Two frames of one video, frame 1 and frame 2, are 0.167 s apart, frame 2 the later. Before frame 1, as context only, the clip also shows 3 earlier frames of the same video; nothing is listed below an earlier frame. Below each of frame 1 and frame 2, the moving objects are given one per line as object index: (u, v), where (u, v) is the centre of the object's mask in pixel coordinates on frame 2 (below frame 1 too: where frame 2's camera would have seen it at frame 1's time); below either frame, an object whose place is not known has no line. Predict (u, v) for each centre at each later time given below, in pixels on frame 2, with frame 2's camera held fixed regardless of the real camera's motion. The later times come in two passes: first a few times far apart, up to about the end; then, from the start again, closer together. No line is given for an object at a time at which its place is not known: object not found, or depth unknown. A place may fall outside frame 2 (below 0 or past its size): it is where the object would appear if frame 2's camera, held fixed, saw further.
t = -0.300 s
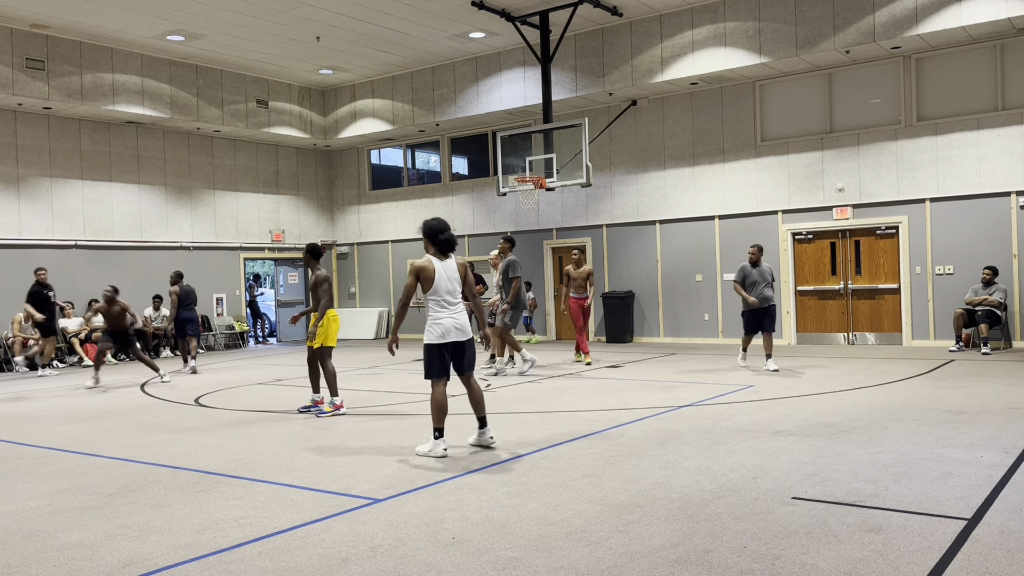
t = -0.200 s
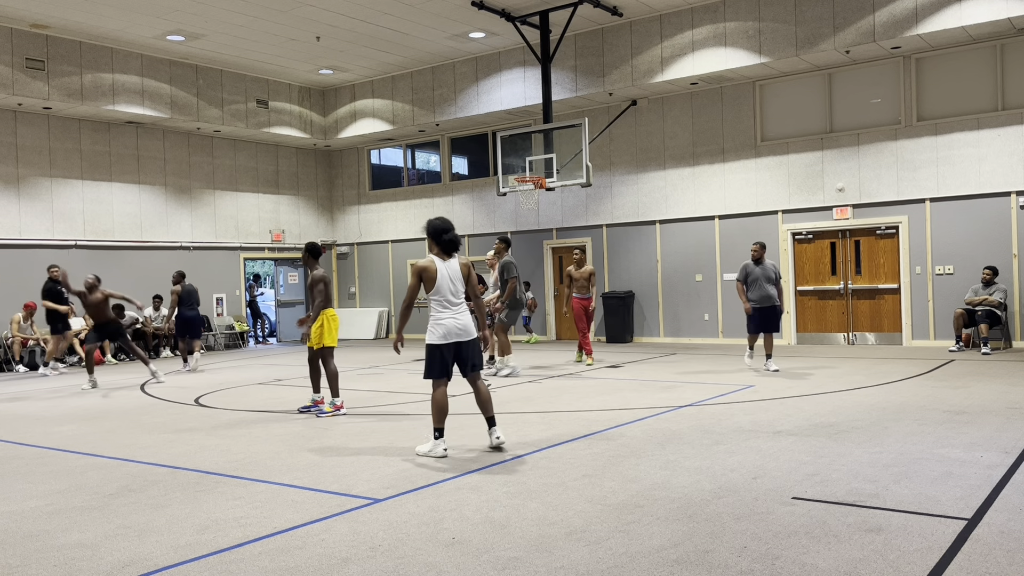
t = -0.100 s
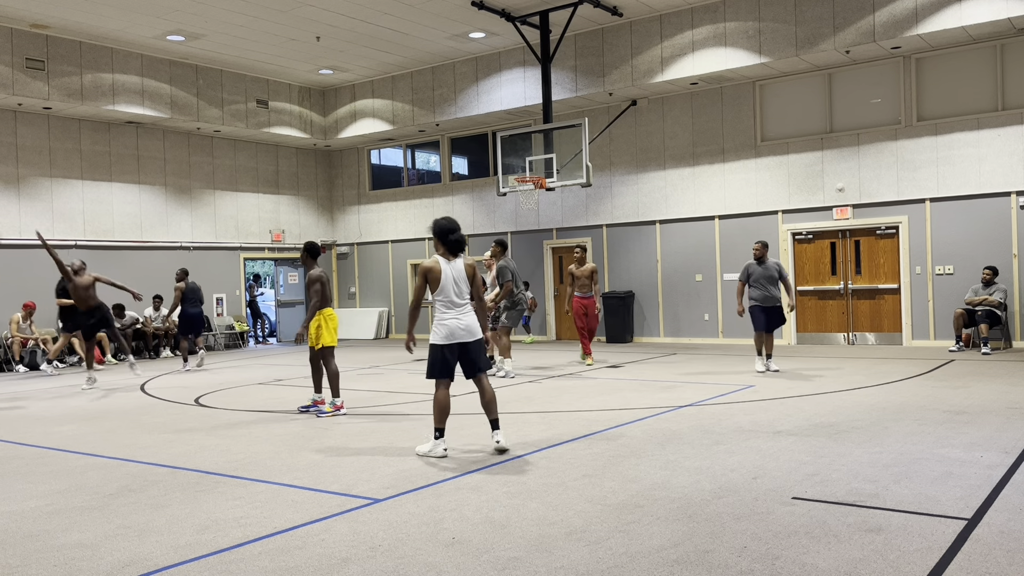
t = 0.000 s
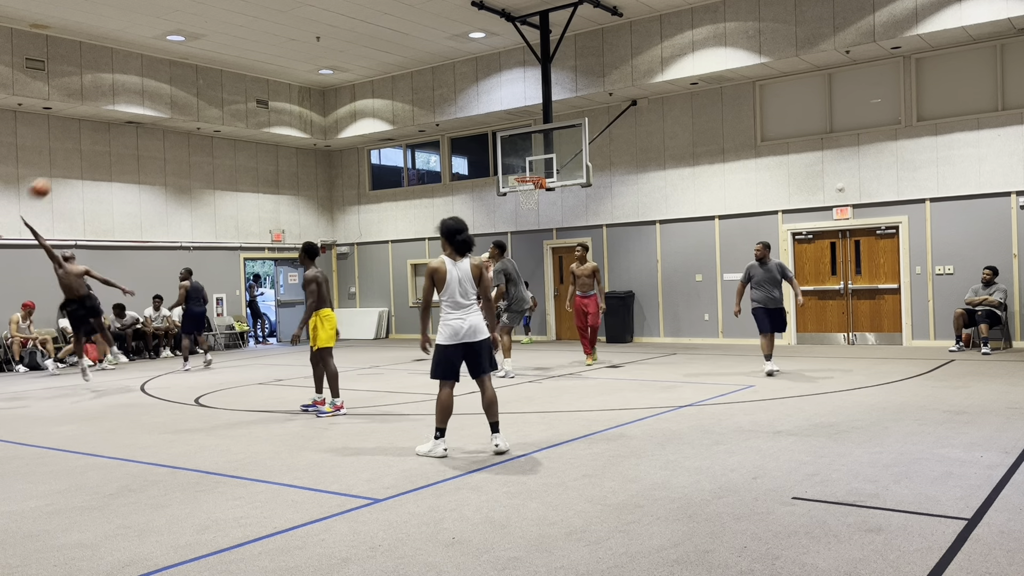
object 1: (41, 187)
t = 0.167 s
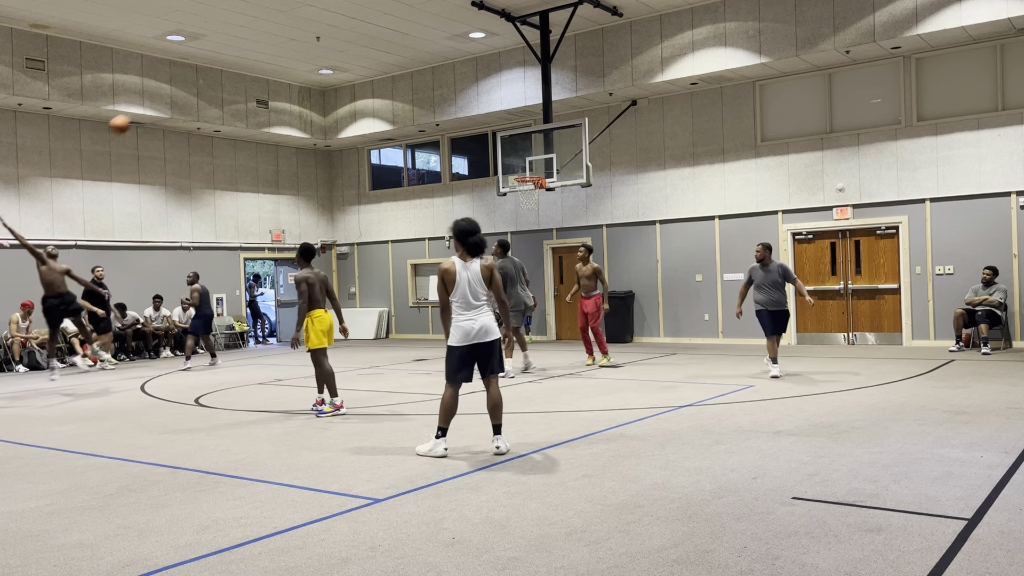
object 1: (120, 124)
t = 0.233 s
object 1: (152, 105)
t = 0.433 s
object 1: (237, 69)
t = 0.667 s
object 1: (330, 61)
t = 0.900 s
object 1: (414, 87)
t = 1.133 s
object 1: (493, 144)
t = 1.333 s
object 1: (544, 195)
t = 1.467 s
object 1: (550, 207)
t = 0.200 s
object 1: (135, 115)
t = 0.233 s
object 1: (152, 105)
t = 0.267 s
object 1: (165, 96)
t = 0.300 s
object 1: (180, 89)
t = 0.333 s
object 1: (195, 83)
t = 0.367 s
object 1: (208, 78)
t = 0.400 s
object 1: (223, 74)
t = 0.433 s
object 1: (237, 69)
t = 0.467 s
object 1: (252, 65)
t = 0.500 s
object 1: (265, 63)
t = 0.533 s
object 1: (279, 61)
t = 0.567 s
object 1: (291, 60)
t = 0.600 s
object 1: (305, 60)
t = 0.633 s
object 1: (317, 60)
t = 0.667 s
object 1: (330, 61)
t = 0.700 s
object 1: (342, 63)
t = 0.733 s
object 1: (354, 65)
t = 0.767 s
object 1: (367, 69)
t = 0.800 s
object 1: (379, 72)
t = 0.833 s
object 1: (391, 77)
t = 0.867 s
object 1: (402, 82)
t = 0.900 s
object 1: (414, 87)
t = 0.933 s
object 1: (426, 94)
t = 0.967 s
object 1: (438, 101)
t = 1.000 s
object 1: (449, 108)
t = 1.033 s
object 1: (462, 117)
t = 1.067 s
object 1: (471, 125)
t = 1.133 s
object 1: (493, 144)
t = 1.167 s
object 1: (506, 154)
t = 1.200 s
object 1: (516, 164)
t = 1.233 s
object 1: (526, 172)
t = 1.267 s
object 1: (537, 187)
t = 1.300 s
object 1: (542, 192)
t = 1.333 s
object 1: (544, 195)
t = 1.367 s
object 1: (546, 197)
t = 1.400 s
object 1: (547, 200)
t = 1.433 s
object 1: (548, 203)
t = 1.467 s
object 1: (550, 207)
